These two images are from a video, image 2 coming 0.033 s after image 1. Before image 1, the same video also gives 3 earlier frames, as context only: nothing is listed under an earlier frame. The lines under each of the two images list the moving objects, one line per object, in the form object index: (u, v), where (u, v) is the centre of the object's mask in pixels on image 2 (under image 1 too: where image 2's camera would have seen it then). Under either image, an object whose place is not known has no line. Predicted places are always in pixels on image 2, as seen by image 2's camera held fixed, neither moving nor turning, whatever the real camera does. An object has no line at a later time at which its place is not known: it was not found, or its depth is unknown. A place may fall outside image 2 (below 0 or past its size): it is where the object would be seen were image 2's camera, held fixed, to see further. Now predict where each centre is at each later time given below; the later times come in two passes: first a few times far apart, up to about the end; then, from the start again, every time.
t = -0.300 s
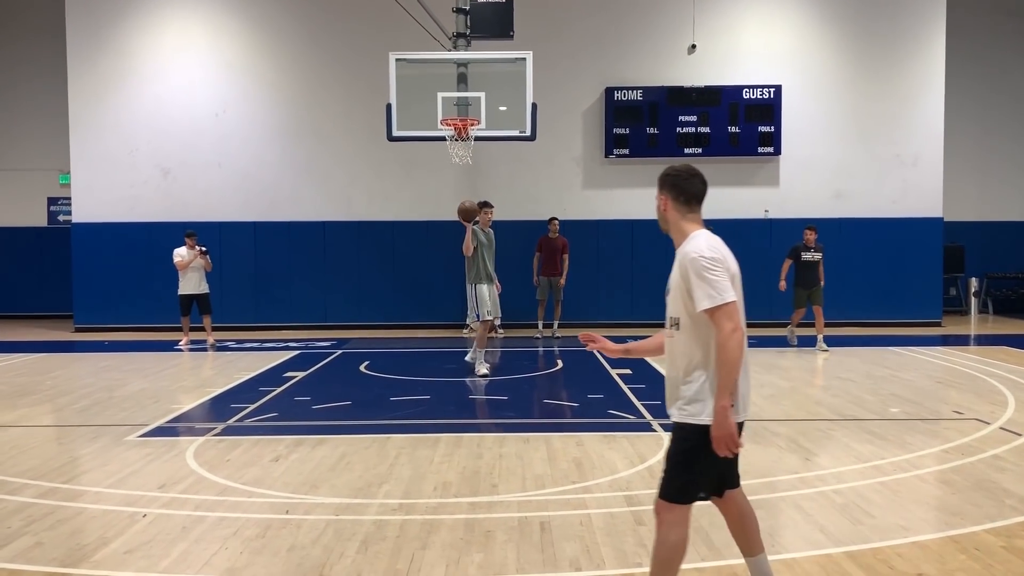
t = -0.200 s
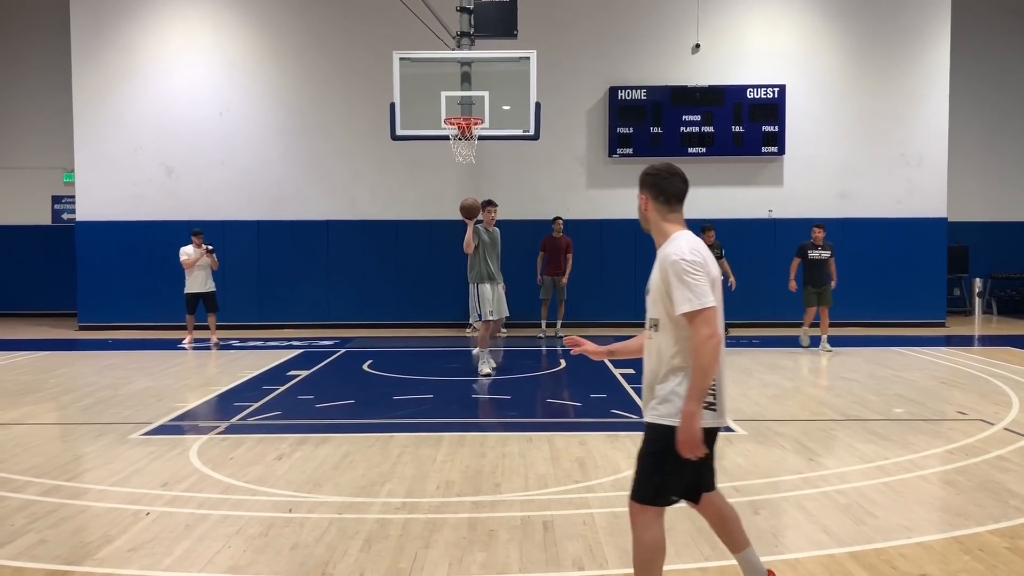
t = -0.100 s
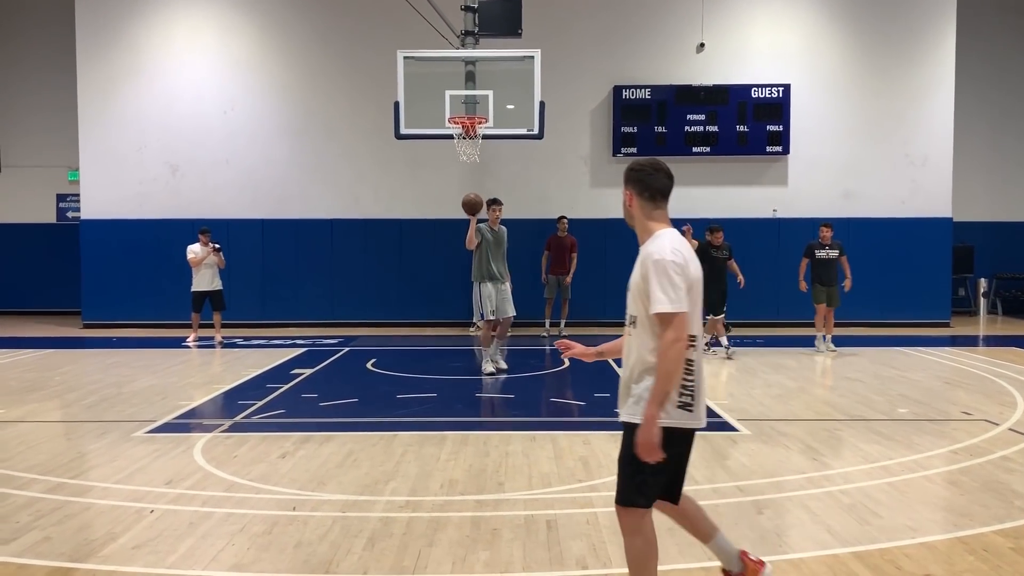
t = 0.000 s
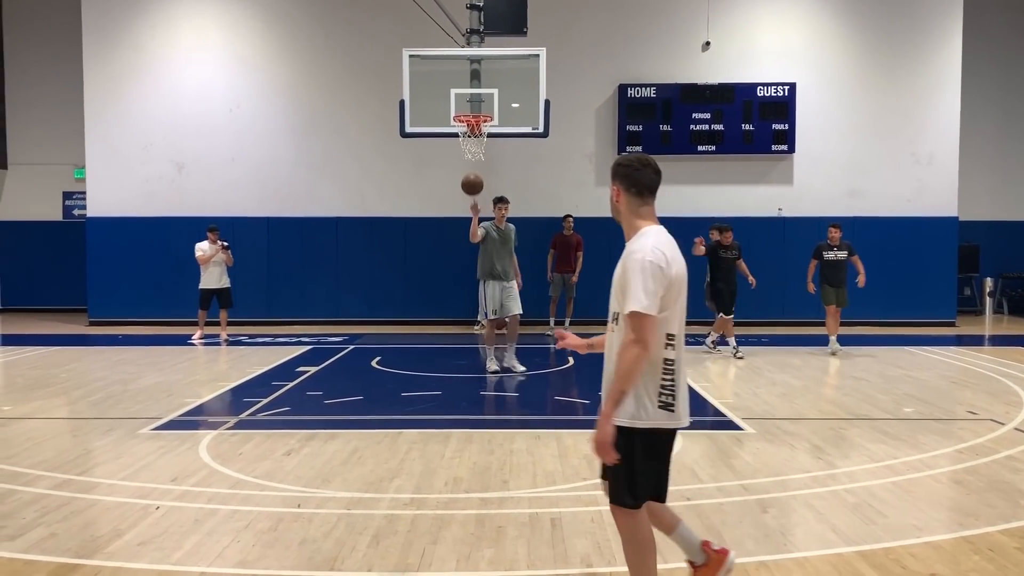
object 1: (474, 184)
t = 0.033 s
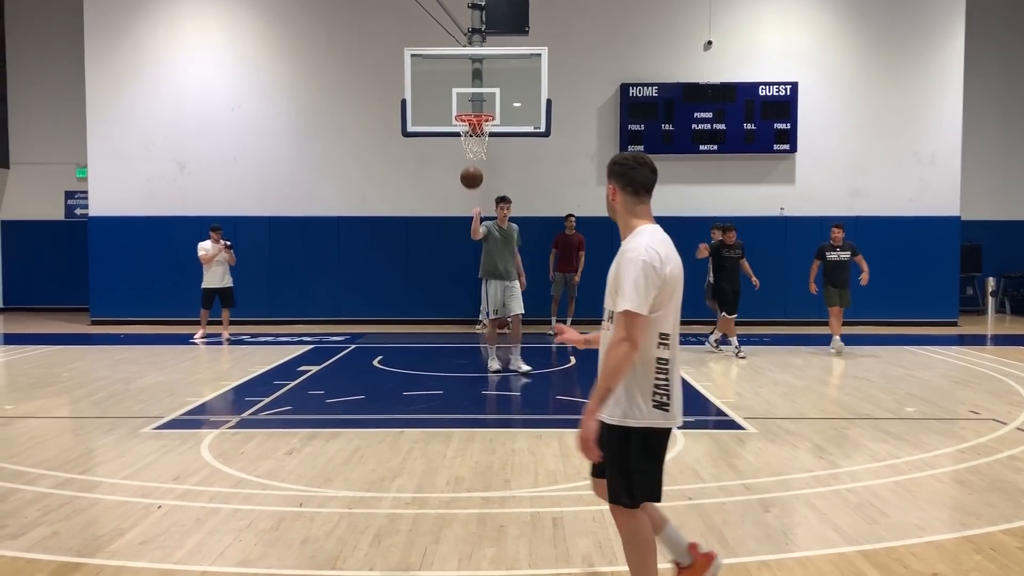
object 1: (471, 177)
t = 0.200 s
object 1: (459, 158)
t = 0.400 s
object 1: (442, 172)
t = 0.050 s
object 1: (470, 174)
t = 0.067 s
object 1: (469, 171)
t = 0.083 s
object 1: (468, 168)
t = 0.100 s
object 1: (467, 166)
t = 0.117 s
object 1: (466, 164)
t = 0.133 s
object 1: (464, 163)
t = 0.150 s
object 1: (463, 161)
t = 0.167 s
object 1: (462, 160)
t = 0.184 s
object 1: (460, 159)
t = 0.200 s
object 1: (459, 158)
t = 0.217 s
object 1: (458, 157)
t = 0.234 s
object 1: (457, 157)
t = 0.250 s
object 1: (455, 157)
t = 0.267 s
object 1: (454, 157)
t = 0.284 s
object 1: (453, 158)
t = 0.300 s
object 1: (451, 159)
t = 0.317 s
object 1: (450, 160)
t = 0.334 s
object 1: (448, 162)
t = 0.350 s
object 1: (447, 164)
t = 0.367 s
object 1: (445, 166)
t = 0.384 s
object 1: (444, 169)
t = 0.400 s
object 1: (442, 172)
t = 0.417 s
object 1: (441, 175)
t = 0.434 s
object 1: (440, 179)
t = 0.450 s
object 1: (439, 183)
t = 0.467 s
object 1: (437, 188)
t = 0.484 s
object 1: (436, 192)
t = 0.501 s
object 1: (433, 199)
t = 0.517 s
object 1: (431, 206)
